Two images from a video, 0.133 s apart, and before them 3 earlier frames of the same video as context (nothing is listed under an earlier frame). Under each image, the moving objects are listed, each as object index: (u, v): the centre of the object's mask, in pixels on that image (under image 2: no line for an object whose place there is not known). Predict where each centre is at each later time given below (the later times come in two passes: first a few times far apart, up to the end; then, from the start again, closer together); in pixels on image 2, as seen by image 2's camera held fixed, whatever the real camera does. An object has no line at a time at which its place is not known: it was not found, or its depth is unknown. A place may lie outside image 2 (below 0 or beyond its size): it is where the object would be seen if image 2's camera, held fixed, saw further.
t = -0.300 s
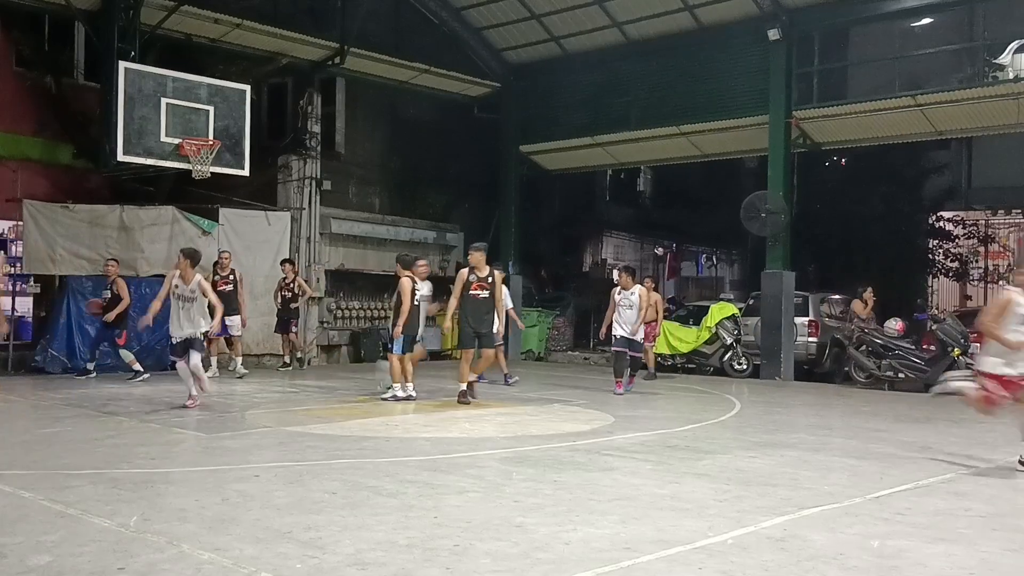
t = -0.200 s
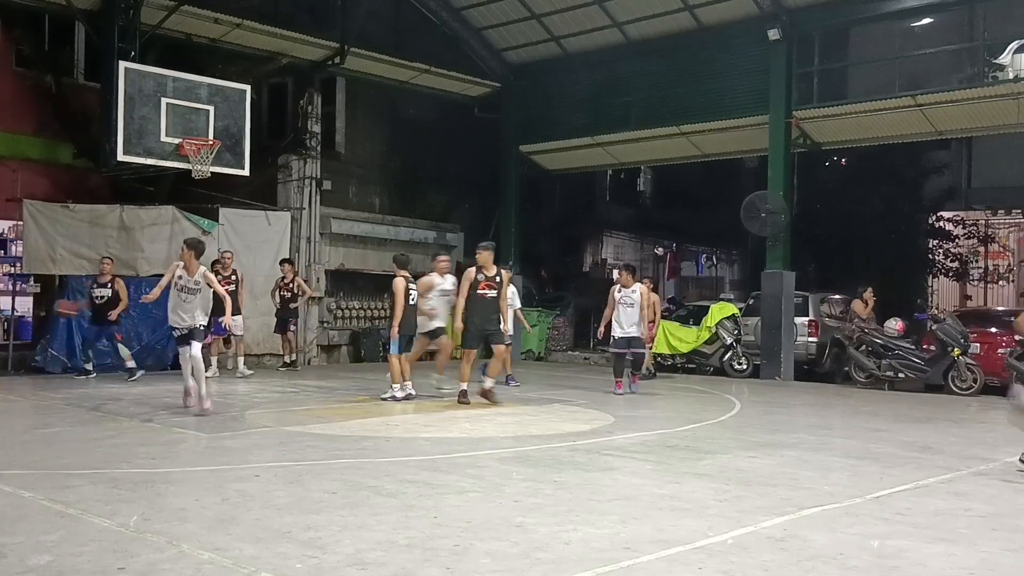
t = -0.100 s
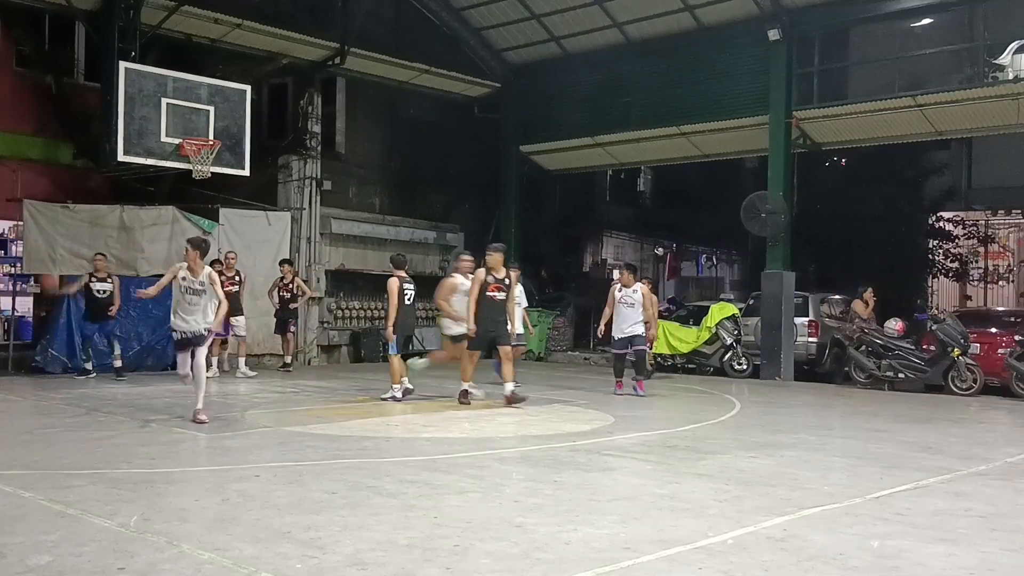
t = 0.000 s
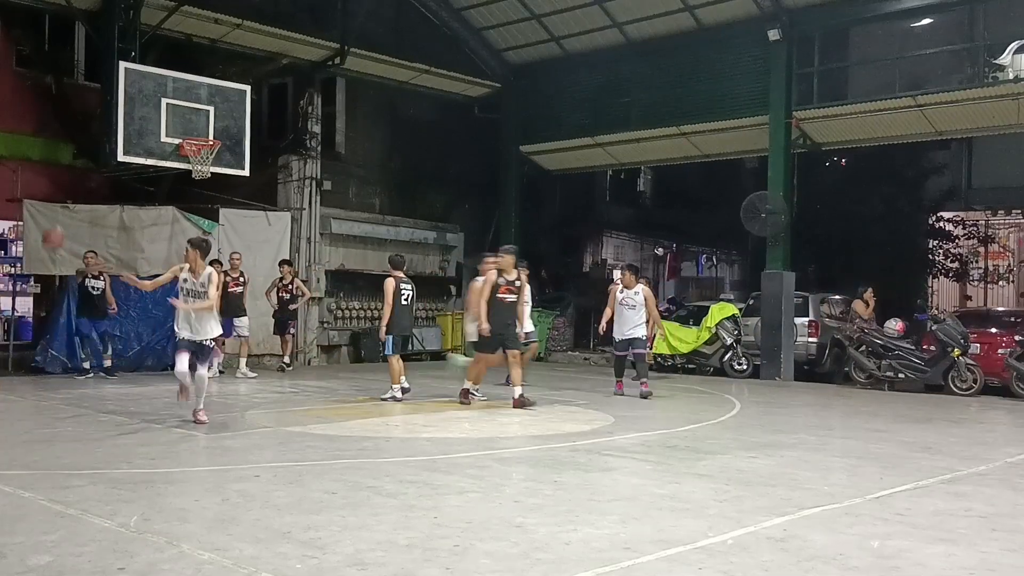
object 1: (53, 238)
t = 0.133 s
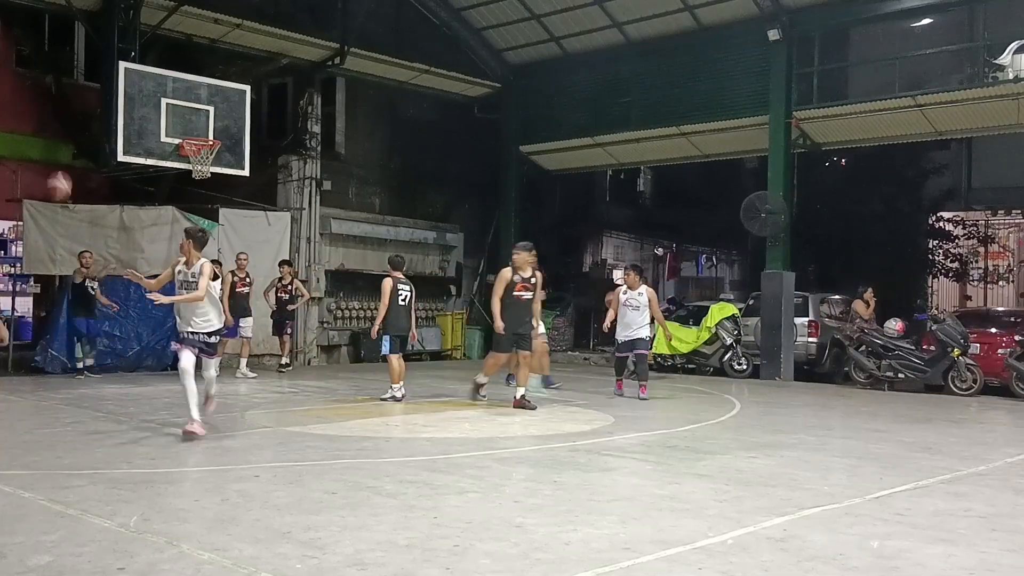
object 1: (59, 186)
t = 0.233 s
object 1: (63, 154)
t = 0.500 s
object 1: (71, 97)
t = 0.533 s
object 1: (72, 94)
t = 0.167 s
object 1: (61, 175)
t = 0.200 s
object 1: (62, 165)
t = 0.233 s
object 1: (63, 154)
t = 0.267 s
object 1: (65, 144)
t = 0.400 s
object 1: (68, 111)
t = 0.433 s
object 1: (69, 105)
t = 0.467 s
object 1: (71, 101)
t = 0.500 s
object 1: (71, 97)
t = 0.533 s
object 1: (72, 94)
